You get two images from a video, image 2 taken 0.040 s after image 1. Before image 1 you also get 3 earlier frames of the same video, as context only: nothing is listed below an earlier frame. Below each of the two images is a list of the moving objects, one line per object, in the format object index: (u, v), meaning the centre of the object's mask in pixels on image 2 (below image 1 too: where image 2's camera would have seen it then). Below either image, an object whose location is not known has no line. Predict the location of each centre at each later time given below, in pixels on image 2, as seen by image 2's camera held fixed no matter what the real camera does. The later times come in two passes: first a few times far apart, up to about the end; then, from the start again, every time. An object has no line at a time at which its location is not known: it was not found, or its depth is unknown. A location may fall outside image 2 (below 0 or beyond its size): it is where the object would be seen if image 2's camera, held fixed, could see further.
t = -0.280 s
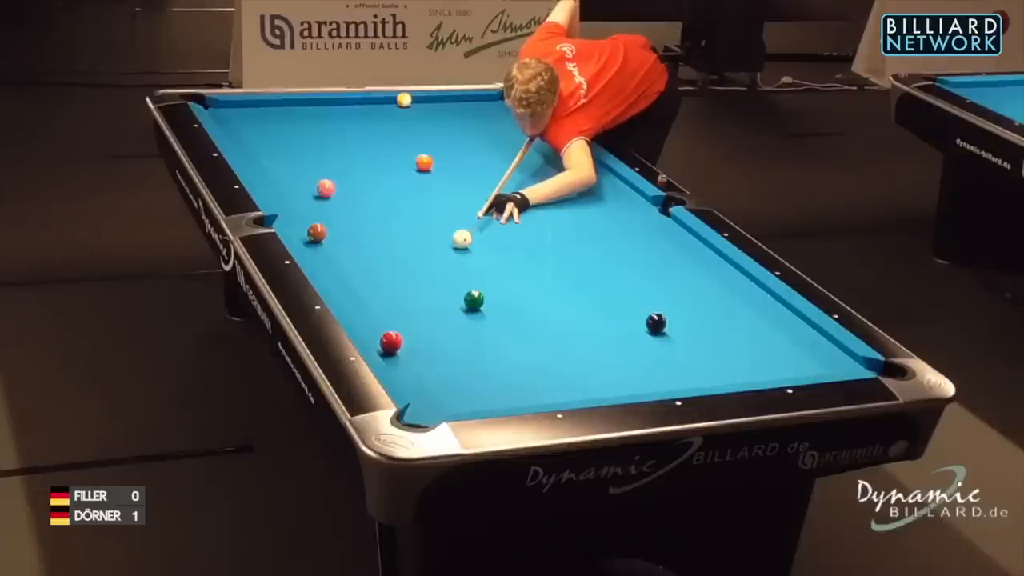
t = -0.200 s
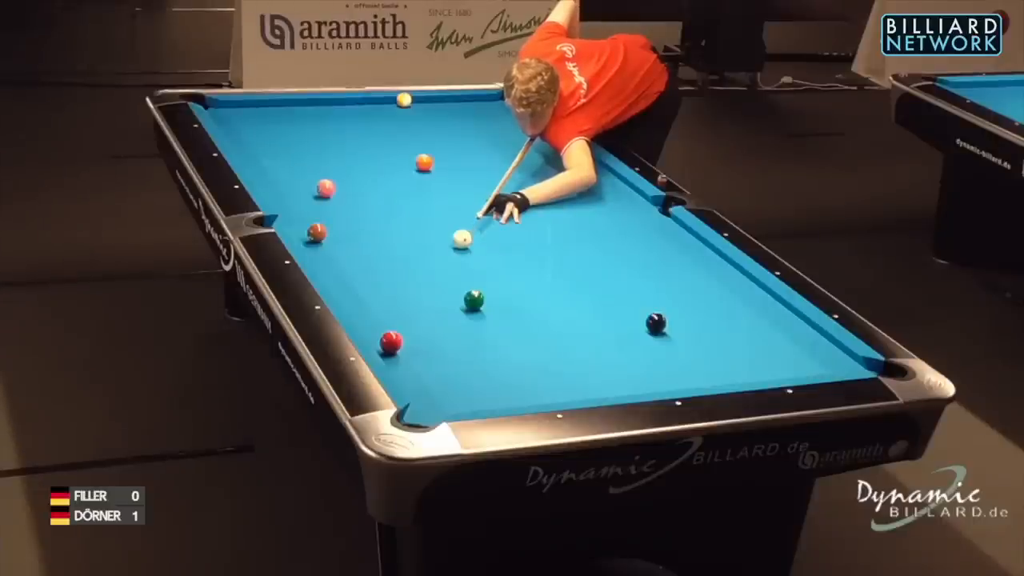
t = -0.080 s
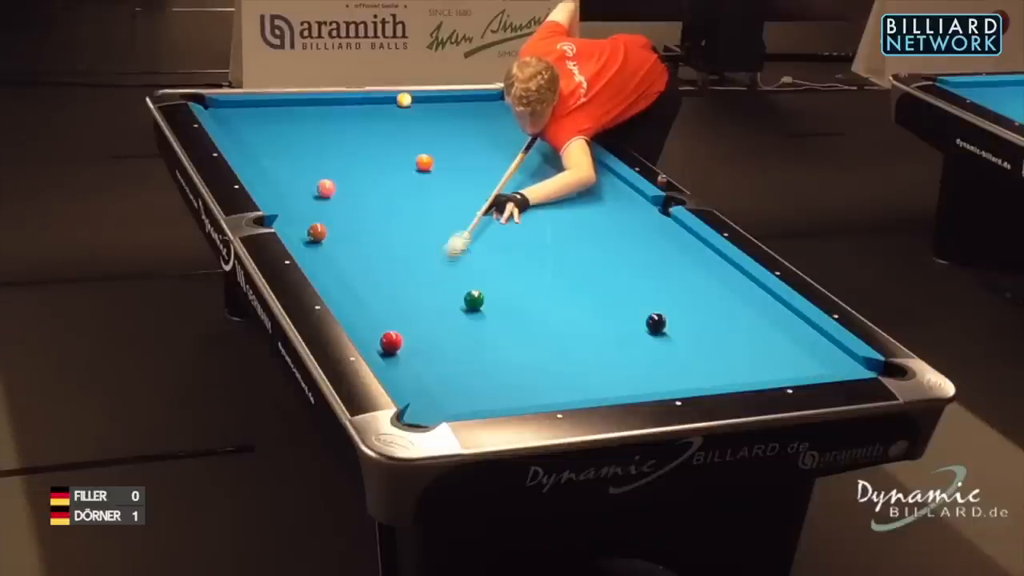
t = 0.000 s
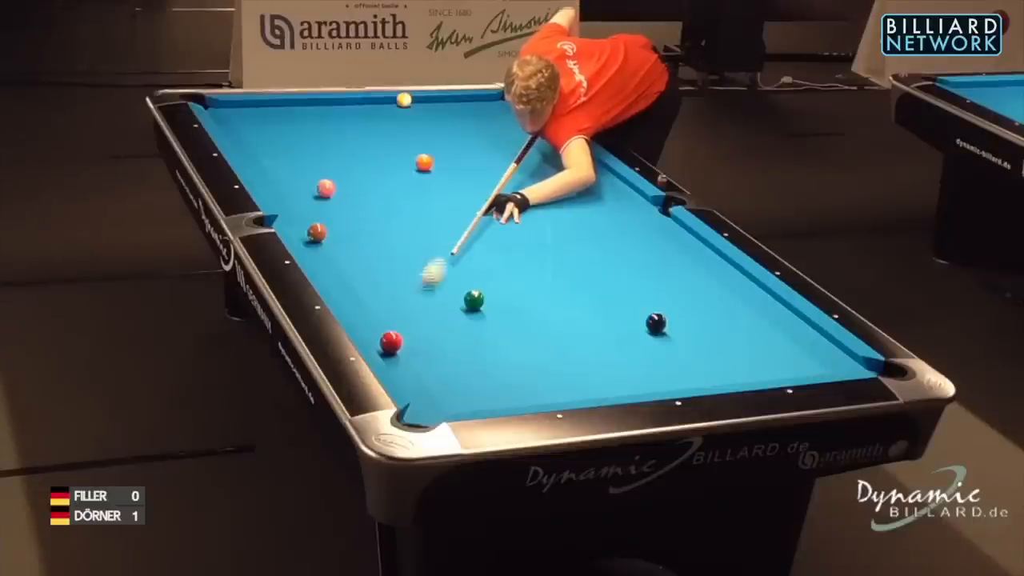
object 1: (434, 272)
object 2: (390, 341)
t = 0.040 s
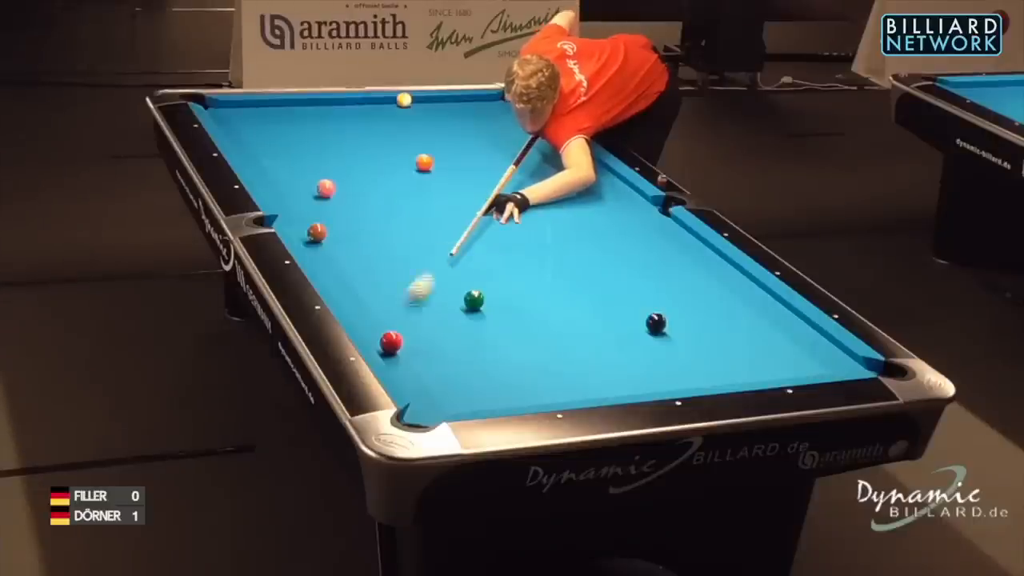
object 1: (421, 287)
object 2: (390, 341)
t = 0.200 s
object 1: (382, 334)
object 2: (402, 357)
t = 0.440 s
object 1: (481, 343)
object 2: (421, 410)
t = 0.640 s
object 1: (559, 355)
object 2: (434, 414)
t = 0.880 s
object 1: (651, 368)
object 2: (419, 410)
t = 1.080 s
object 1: (727, 376)
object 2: (424, 411)
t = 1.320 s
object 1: (774, 365)
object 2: (430, 413)
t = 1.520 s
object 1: (804, 351)
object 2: (433, 413)
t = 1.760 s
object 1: (815, 337)
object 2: (435, 413)
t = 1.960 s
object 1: (775, 328)
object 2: (436, 413)
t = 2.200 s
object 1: (731, 317)
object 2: (436, 413)
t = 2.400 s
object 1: (696, 308)
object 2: (436, 413)
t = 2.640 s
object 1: (656, 299)
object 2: (436, 413)
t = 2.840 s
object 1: (625, 291)
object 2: (436, 413)
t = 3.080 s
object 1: (589, 283)
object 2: (436, 413)
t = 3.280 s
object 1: (561, 276)
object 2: (436, 413)
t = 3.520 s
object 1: (529, 269)
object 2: (436, 413)
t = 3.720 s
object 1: (504, 263)
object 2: (436, 413)
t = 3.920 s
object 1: (481, 257)
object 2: (436, 413)
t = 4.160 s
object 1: (454, 251)
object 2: (436, 413)
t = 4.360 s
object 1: (434, 245)
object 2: (436, 413)
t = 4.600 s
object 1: (410, 240)
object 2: (436, 413)
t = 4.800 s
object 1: (392, 235)
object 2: (436, 413)
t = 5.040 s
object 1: (371, 230)
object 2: (436, 413)
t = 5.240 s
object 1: (356, 226)
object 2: (436, 413)
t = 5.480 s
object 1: (339, 222)
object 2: (436, 413)
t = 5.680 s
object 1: (326, 217)
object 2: (436, 413)
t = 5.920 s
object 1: (311, 214)
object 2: (436, 413)
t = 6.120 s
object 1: (300, 212)
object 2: (436, 413)
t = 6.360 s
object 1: (288, 209)
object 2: (436, 413)
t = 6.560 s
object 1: (281, 205)
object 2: (436, 413)
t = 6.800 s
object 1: (284, 204)
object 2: (436, 413)
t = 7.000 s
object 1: (286, 203)
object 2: (436, 413)
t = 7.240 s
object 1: (287, 202)
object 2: (436, 413)
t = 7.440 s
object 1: (288, 202)
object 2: (436, 413)
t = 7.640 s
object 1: (289, 202)
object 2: (436, 413)
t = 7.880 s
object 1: (288, 202)
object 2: (436, 413)
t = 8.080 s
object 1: (288, 202)
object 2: (436, 413)
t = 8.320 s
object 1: (288, 202)
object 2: (436, 413)
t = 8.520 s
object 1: (288, 202)
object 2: (436, 413)
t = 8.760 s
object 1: (288, 202)
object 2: (436, 413)
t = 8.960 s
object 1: (288, 202)
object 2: (436, 413)
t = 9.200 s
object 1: (289, 202)
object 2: (436, 413)
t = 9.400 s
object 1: (288, 202)
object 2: (436, 413)
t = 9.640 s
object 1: (289, 202)
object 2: (436, 413)
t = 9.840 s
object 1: (289, 202)
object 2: (436, 413)
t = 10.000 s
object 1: (288, 202)
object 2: (436, 413)
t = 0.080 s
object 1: (408, 304)
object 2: (390, 341)
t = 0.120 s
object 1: (396, 318)
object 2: (390, 341)
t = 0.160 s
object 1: (379, 331)
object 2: (391, 344)
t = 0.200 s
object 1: (382, 334)
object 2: (402, 357)
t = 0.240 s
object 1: (400, 335)
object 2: (412, 369)
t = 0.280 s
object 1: (417, 335)
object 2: (422, 382)
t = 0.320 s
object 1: (433, 336)
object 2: (431, 394)
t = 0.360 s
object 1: (450, 339)
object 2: (441, 407)
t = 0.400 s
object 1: (465, 341)
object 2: (436, 411)
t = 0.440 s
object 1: (481, 343)
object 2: (421, 410)
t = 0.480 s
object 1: (496, 345)
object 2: (424, 412)
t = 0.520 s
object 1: (512, 347)
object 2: (431, 414)
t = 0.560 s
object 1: (527, 350)
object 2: (436, 414)
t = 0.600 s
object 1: (544, 353)
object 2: (436, 414)
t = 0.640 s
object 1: (559, 355)
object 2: (434, 414)
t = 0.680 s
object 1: (574, 356)
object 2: (431, 414)
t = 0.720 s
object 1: (590, 359)
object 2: (429, 414)
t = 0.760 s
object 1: (605, 361)
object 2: (426, 413)
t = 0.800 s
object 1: (621, 363)
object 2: (423, 412)
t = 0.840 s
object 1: (636, 365)
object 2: (421, 411)
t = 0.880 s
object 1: (651, 368)
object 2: (419, 410)
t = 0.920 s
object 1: (667, 370)
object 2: (420, 410)
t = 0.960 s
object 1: (682, 372)
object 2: (421, 410)
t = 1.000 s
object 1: (697, 374)
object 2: (422, 410)
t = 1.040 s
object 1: (713, 375)
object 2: (423, 410)
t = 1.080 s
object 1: (727, 376)
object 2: (424, 411)
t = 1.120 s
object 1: (741, 377)
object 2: (425, 412)
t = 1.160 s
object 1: (749, 374)
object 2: (426, 412)
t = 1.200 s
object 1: (755, 372)
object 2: (427, 412)
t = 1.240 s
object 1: (762, 370)
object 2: (428, 412)
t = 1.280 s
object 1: (768, 368)
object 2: (429, 412)
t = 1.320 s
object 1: (774, 365)
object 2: (430, 413)
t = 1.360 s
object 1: (781, 363)
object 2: (431, 412)
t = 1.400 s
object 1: (786, 360)
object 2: (432, 413)
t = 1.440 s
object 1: (792, 357)
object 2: (432, 412)
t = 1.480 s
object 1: (798, 354)
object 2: (433, 413)
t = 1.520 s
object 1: (804, 351)
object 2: (433, 413)
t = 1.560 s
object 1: (809, 349)
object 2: (434, 413)
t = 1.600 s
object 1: (815, 347)
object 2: (434, 413)
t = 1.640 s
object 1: (820, 344)
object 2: (434, 413)
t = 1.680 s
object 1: (826, 341)
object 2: (435, 413)
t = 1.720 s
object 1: (823, 339)
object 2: (435, 413)
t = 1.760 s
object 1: (815, 337)
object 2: (435, 413)
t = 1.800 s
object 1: (807, 336)
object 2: (435, 413)
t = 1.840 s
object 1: (798, 333)
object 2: (435, 413)
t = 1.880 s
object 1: (791, 331)
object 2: (435, 413)
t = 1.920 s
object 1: (783, 330)
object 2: (435, 413)
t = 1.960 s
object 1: (775, 328)
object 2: (436, 413)
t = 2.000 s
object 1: (768, 326)
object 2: (436, 413)
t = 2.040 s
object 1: (760, 324)
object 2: (436, 413)
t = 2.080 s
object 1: (753, 322)
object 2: (436, 413)
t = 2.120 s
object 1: (745, 321)
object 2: (436, 413)
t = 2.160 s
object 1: (738, 319)
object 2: (436, 413)
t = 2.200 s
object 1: (731, 317)
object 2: (436, 413)
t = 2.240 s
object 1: (724, 315)
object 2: (436, 413)
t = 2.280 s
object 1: (717, 314)
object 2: (436, 413)
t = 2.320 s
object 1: (709, 312)
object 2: (436, 413)
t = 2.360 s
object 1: (703, 310)
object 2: (436, 413)
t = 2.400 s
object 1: (696, 308)
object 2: (436, 413)
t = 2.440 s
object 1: (689, 307)
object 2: (436, 413)
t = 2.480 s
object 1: (682, 305)
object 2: (436, 413)
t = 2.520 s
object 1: (676, 304)
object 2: (436, 413)
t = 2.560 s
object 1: (669, 302)
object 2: (436, 413)
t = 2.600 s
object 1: (663, 300)
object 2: (436, 413)
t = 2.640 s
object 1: (656, 299)
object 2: (436, 413)
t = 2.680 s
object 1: (650, 297)
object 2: (436, 413)
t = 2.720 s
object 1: (643, 296)
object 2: (436, 413)
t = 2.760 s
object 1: (637, 294)
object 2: (436, 413)
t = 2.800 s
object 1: (631, 293)
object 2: (436, 413)
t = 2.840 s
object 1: (625, 291)
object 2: (436, 413)
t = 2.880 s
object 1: (618, 290)
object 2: (436, 413)
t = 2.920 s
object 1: (613, 289)
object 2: (436, 413)
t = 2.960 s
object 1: (606, 287)
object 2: (436, 413)
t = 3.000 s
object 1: (601, 286)
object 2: (436, 413)
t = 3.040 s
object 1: (595, 284)
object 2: (436, 413)
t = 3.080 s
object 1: (589, 283)
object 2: (436, 413)
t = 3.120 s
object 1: (583, 282)
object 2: (436, 413)
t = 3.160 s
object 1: (577, 280)
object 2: (436, 413)
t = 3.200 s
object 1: (572, 279)
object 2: (436, 413)
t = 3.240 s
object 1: (566, 278)
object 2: (436, 413)
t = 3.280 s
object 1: (561, 276)
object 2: (436, 413)
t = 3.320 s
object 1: (555, 275)
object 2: (436, 413)
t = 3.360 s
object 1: (550, 273)
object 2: (436, 413)
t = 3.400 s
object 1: (545, 272)
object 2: (436, 413)
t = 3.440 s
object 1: (540, 271)
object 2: (436, 413)
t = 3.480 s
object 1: (535, 270)
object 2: (436, 413)
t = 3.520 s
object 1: (529, 269)
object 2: (436, 413)
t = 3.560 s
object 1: (524, 267)
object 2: (436, 413)
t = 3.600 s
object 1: (519, 266)
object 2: (436, 413)
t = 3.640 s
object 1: (514, 265)
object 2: (436, 413)
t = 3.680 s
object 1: (509, 264)
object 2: (436, 413)
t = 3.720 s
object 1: (504, 263)
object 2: (436, 413)
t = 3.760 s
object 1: (500, 261)
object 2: (436, 413)
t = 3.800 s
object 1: (495, 260)
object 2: (436, 413)
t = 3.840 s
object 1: (490, 259)
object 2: (436, 413)
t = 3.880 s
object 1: (485, 258)
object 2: (436, 413)
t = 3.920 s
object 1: (481, 257)
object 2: (436, 413)
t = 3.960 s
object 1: (476, 256)
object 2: (436, 413)
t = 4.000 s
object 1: (472, 255)
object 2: (436, 413)
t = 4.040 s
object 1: (467, 254)
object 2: (436, 413)
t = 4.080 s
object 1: (463, 253)
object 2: (436, 413)
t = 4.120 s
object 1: (458, 252)
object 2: (436, 413)
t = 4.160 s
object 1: (454, 251)
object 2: (436, 413)
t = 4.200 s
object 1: (450, 250)
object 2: (436, 413)
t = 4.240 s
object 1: (446, 248)
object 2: (436, 413)
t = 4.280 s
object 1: (442, 247)
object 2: (436, 413)
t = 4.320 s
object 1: (437, 246)
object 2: (436, 413)
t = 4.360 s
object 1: (434, 245)
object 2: (436, 413)
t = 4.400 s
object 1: (429, 244)
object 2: (436, 413)
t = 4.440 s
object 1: (425, 243)
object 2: (436, 413)
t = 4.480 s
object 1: (421, 243)
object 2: (436, 413)
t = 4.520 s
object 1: (417, 242)
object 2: (436, 413)
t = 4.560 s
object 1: (414, 241)
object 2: (436, 413)
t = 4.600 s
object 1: (410, 240)
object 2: (436, 413)
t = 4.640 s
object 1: (406, 239)
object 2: (436, 413)
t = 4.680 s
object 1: (402, 238)
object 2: (436, 413)
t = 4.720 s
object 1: (399, 237)
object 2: (436, 413)
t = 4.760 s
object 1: (395, 236)
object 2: (436, 413)
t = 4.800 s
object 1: (392, 235)
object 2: (436, 413)
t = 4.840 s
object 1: (388, 234)
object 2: (436, 413)
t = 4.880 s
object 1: (385, 233)
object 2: (436, 413)
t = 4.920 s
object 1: (381, 232)
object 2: (436, 413)
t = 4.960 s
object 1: (378, 232)
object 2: (436, 413)
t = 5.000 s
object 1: (375, 231)
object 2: (436, 413)
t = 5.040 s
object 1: (371, 230)
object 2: (436, 413)
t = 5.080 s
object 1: (368, 229)
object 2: (436, 413)
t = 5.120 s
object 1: (365, 228)
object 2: (436, 413)
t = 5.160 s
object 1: (362, 227)
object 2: (436, 413)
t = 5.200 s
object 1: (359, 227)
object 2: (436, 413)
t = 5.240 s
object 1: (356, 226)
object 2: (436, 413)
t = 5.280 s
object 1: (353, 225)
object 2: (436, 413)
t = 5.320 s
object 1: (350, 225)
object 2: (436, 413)
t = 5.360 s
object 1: (347, 224)
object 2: (436, 413)
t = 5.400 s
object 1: (344, 223)
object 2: (436, 413)
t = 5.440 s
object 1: (341, 222)
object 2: (436, 413)
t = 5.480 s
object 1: (339, 222)
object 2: (436, 413)
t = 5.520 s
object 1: (336, 221)
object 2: (436, 413)
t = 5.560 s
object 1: (334, 220)
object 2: (436, 413)
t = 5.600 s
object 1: (331, 219)
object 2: (436, 413)
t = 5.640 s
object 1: (329, 218)
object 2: (436, 413)
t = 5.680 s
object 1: (326, 217)
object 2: (436, 413)
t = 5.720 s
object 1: (324, 216)
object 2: (436, 413)
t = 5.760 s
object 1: (321, 215)
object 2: (436, 413)
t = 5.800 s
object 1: (319, 215)
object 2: (436, 413)
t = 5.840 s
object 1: (316, 214)
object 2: (436, 413)
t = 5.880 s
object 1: (314, 214)
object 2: (436, 413)
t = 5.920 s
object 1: (311, 214)
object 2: (436, 413)
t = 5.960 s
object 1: (309, 213)
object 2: (436, 413)
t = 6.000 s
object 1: (306, 213)
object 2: (436, 413)
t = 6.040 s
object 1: (304, 212)
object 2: (436, 413)
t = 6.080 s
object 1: (302, 212)
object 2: (436, 413)
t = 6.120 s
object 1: (300, 212)
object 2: (436, 413)
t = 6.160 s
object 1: (298, 211)
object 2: (436, 413)
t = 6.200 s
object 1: (296, 211)
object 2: (436, 413)
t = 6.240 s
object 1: (293, 210)
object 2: (436, 413)
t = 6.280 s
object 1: (292, 210)
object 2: (436, 413)
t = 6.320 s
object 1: (290, 209)
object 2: (436, 413)
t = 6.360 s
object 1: (288, 209)
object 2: (436, 413)
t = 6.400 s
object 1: (286, 208)
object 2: (436, 413)
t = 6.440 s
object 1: (285, 207)
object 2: (436, 413)
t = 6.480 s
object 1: (283, 206)
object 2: (436, 413)
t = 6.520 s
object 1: (282, 206)
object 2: (436, 413)
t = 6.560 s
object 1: (281, 205)
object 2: (436, 413)
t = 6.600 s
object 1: (282, 205)
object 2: (436, 413)
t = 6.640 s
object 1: (282, 205)
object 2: (436, 413)
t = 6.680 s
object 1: (283, 205)
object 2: (436, 413)
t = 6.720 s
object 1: (283, 205)
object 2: (436, 413)
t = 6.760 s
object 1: (283, 204)
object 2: (436, 413)
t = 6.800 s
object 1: (284, 204)
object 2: (436, 413)
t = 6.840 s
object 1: (284, 204)
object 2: (436, 413)
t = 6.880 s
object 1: (285, 204)
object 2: (436, 413)
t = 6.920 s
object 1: (285, 204)
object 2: (436, 413)
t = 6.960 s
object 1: (285, 203)
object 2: (436, 413)
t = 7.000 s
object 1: (286, 203)
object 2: (436, 413)
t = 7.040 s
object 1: (286, 203)
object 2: (436, 413)
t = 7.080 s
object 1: (286, 203)
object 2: (436, 413)
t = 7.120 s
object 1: (286, 203)
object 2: (436, 413)
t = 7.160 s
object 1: (287, 203)
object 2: (436, 413)
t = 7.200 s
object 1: (287, 202)
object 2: (436, 413)
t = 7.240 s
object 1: (287, 202)
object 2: (436, 413)
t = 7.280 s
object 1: (287, 202)
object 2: (436, 413)
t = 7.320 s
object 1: (288, 202)
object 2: (436, 413)
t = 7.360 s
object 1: (288, 202)
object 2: (436, 413)
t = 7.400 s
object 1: (288, 202)
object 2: (436, 413)
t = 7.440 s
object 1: (288, 202)
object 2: (436, 413)
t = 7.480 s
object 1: (288, 202)
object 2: (436, 413)
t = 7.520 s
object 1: (288, 202)
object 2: (436, 413)
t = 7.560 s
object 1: (288, 202)
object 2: (436, 413)
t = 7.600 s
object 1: (289, 202)
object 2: (436, 413)
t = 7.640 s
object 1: (289, 202)
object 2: (436, 413)
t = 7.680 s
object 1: (289, 202)
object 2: (436, 413)
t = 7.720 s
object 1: (289, 202)
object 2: (436, 413)
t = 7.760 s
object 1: (289, 202)
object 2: (436, 413)
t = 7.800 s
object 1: (289, 202)
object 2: (436, 413)
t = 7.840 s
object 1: (289, 202)
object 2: (436, 413)
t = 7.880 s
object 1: (288, 202)
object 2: (436, 413)
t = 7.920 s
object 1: (288, 202)
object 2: (436, 413)
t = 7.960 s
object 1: (288, 202)
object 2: (436, 413)
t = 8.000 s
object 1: (288, 202)
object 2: (436, 413)
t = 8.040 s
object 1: (288, 202)
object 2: (436, 413)
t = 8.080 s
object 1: (288, 202)
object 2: (436, 413)
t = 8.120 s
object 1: (288, 202)
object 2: (436, 413)
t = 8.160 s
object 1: (288, 202)
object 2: (436, 413)
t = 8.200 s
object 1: (288, 202)
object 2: (436, 413)
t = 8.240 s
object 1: (288, 202)
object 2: (436, 413)
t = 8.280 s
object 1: (288, 202)
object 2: (436, 413)
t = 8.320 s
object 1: (288, 202)
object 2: (436, 413)
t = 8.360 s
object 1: (288, 202)
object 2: (436, 413)
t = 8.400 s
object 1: (288, 202)
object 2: (436, 413)
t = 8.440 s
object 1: (288, 202)
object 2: (436, 413)
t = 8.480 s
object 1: (288, 202)
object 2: (436, 413)
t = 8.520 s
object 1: (288, 202)
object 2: (436, 413)
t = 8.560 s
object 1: (288, 202)
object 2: (436, 413)
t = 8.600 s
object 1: (288, 202)
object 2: (436, 413)
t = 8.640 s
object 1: (288, 202)
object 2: (436, 413)
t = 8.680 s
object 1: (288, 202)
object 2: (436, 413)
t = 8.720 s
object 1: (288, 202)
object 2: (436, 413)
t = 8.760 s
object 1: (288, 202)
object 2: (436, 413)
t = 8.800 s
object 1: (289, 202)
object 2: (436, 413)
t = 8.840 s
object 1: (288, 202)
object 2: (436, 413)
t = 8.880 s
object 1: (288, 202)
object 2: (436, 413)
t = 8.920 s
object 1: (288, 202)
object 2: (436, 413)
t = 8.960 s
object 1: (288, 202)
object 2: (436, 413)
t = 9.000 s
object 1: (289, 202)
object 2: (436, 413)
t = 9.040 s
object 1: (289, 202)
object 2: (436, 413)
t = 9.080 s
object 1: (288, 202)
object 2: (436, 413)
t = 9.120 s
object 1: (289, 202)
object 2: (436, 413)
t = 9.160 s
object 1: (289, 202)
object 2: (436, 413)
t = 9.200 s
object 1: (289, 202)
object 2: (436, 413)
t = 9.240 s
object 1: (289, 202)
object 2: (436, 413)
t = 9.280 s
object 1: (289, 202)
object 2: (436, 413)
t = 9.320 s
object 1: (288, 202)
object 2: (436, 413)
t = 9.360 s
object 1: (288, 202)
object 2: (436, 413)
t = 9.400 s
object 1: (288, 202)
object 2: (436, 413)
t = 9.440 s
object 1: (288, 202)
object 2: (436, 413)
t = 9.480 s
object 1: (288, 202)
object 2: (436, 413)
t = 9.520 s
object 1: (288, 202)
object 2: (436, 413)
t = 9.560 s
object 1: (288, 202)
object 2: (436, 413)
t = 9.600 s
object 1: (288, 202)
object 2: (436, 413)
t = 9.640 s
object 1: (289, 202)
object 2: (436, 413)
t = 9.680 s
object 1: (289, 202)
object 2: (436, 413)
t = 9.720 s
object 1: (289, 202)
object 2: (436, 413)
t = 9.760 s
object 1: (289, 202)
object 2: (436, 413)
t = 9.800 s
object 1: (289, 202)
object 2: (436, 413)
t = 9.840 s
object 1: (289, 202)
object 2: (436, 413)
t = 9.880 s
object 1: (289, 202)
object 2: (436, 413)
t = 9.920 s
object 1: (288, 202)
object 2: (436, 413)
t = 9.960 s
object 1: (288, 202)
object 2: (436, 413)
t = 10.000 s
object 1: (288, 202)
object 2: (436, 413)
